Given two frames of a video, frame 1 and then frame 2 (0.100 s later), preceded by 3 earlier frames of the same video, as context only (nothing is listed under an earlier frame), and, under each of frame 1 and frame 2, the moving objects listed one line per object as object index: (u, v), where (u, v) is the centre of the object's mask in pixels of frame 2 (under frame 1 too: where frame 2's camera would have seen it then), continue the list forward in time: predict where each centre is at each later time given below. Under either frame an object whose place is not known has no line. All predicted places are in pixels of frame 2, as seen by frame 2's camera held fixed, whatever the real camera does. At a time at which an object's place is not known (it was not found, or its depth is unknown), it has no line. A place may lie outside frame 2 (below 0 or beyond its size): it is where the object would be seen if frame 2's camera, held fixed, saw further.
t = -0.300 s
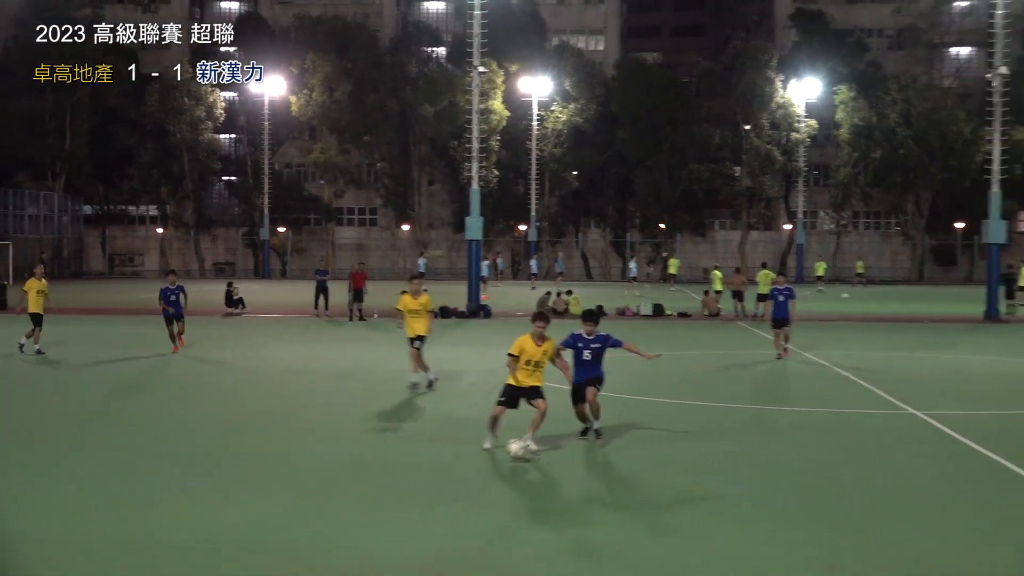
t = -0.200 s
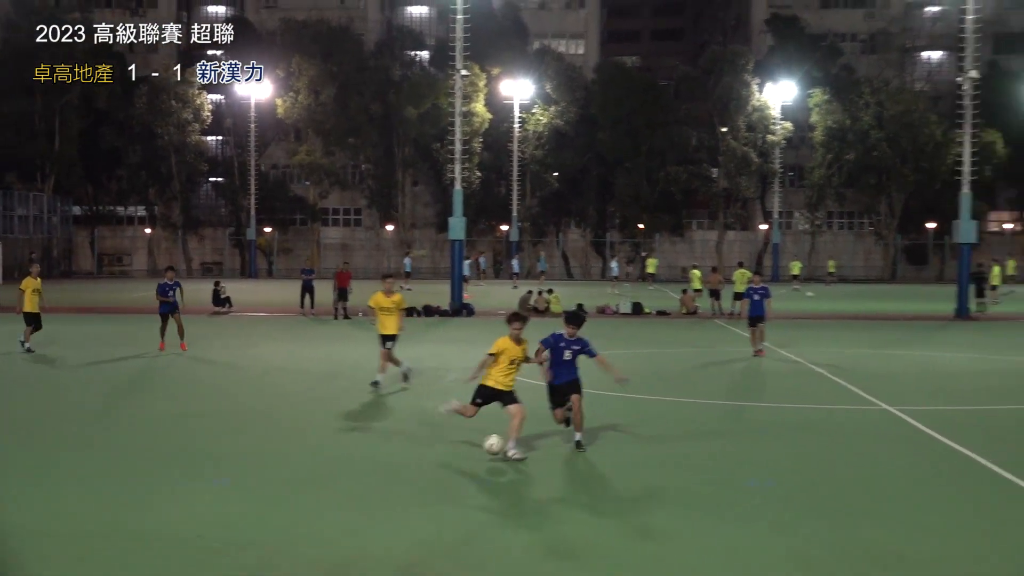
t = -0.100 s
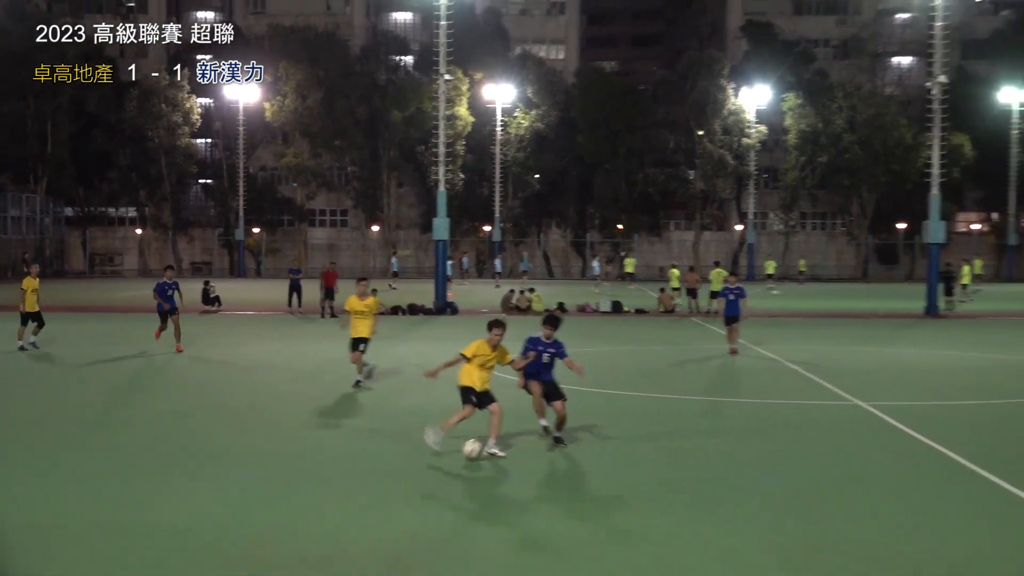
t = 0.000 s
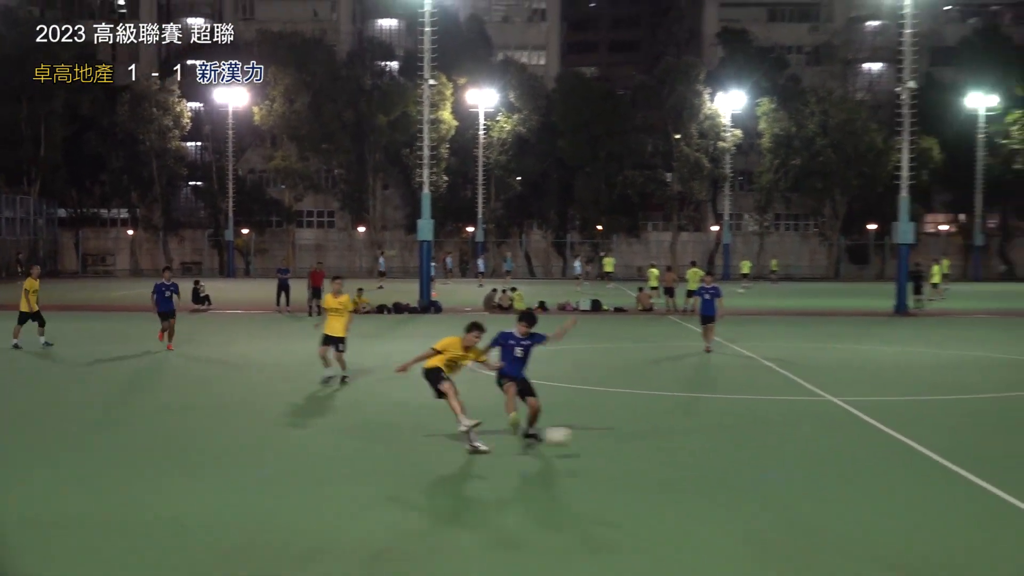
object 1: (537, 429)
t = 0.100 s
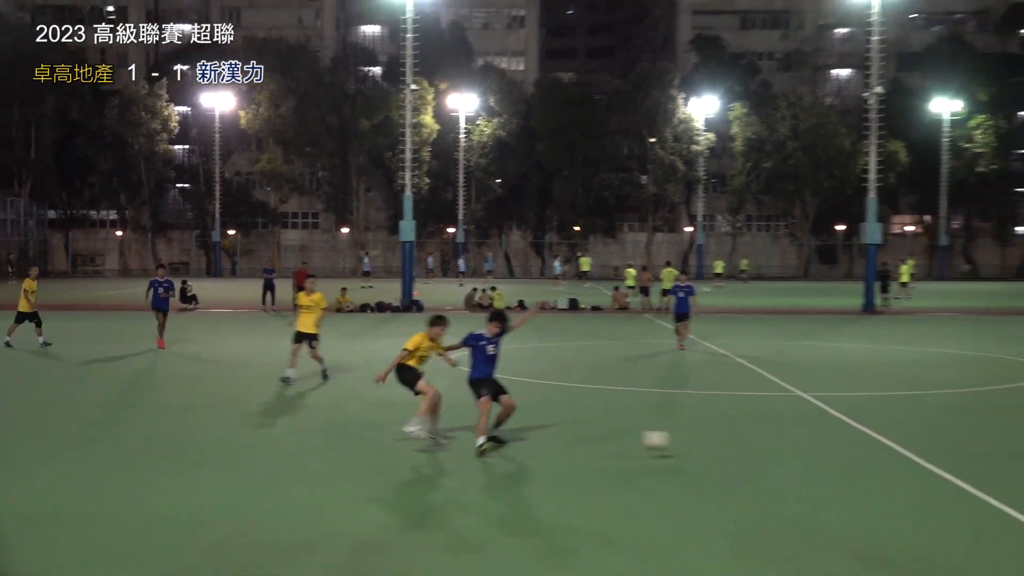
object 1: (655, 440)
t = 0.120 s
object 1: (680, 443)
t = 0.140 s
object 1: (705, 446)
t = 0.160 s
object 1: (731, 450)
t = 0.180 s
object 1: (758, 453)
